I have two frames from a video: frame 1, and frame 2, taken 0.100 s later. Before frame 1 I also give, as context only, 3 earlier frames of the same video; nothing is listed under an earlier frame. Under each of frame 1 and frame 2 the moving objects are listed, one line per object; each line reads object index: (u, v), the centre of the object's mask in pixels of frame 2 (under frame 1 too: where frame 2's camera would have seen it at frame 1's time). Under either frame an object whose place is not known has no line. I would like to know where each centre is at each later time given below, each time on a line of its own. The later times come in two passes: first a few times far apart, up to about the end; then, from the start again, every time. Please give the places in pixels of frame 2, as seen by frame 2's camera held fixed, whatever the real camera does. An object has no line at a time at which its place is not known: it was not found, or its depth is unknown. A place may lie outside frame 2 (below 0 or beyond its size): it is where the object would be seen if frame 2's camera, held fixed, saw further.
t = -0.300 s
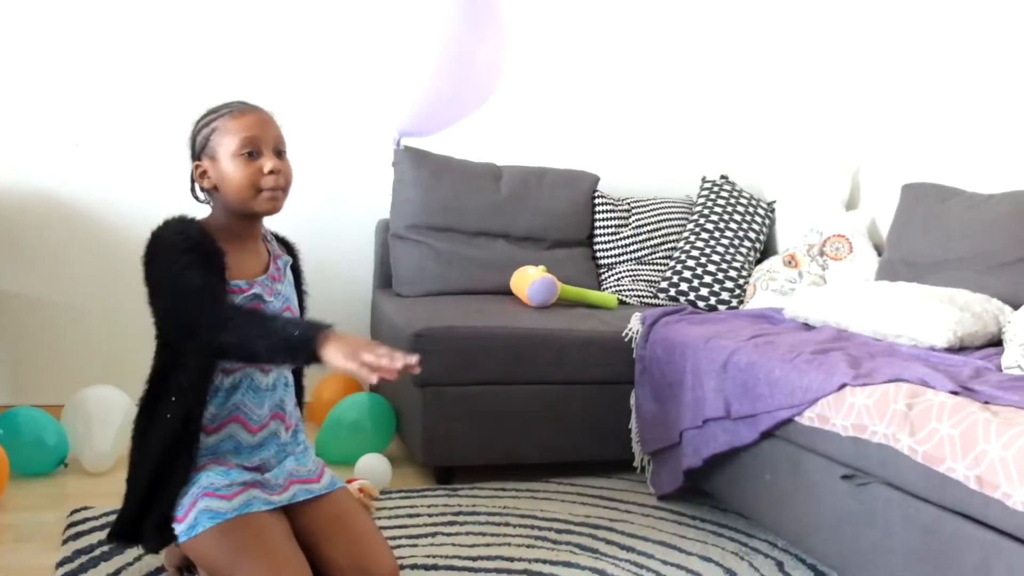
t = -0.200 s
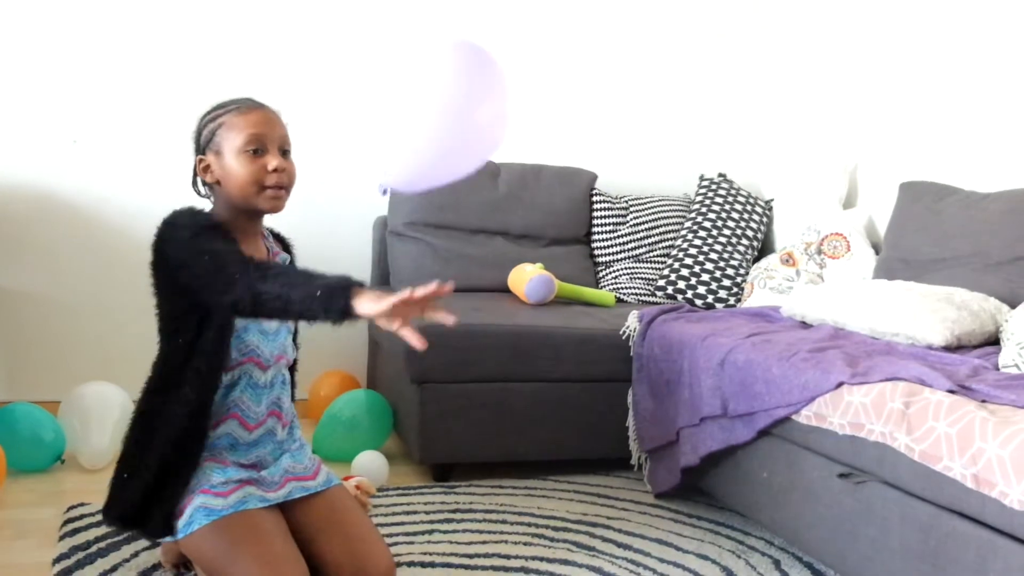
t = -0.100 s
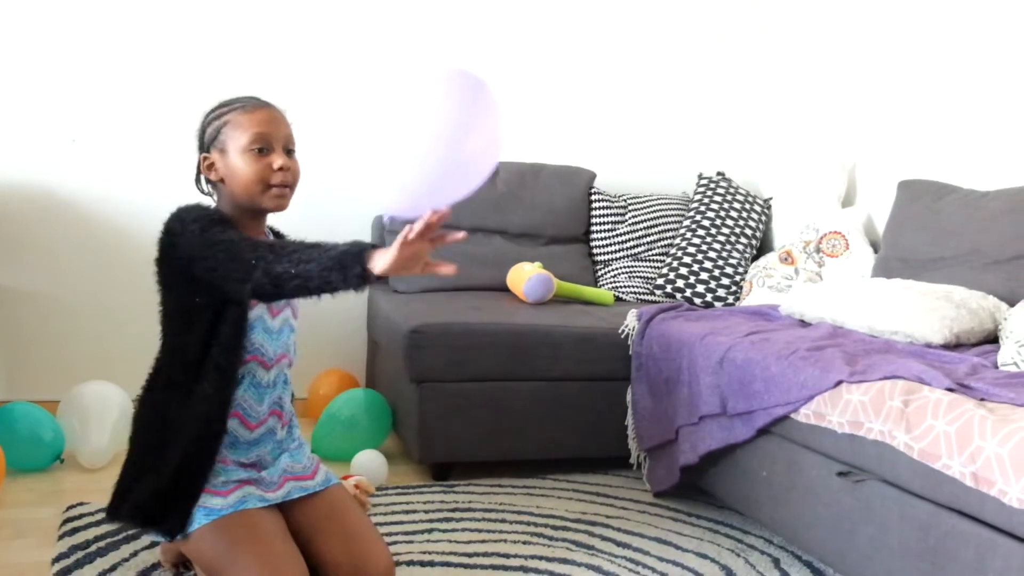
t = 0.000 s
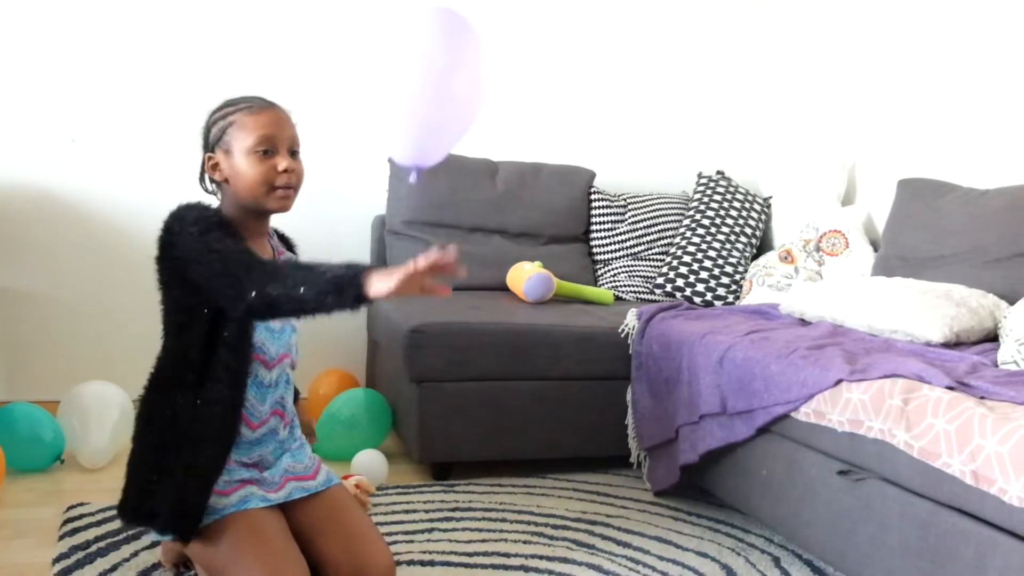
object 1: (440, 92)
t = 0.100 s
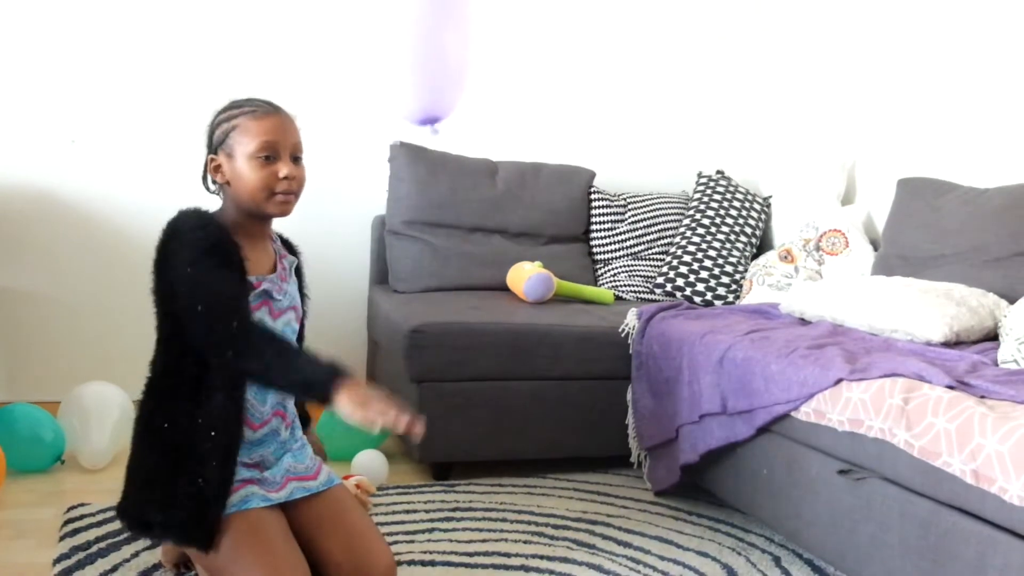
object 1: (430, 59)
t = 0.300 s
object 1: (422, 38)
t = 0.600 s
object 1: (408, 69)
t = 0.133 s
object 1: (430, 53)
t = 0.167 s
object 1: (429, 48)
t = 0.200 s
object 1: (426, 44)
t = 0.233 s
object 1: (423, 41)
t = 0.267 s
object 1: (424, 39)
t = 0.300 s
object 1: (422, 38)
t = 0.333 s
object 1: (422, 38)
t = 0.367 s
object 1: (419, 39)
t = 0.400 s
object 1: (419, 41)
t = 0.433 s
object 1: (417, 43)
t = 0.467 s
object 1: (415, 46)
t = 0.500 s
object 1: (414, 51)
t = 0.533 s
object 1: (412, 56)
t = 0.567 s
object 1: (408, 61)
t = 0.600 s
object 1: (408, 69)
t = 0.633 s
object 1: (408, 81)
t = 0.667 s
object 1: (405, 95)
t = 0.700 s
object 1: (404, 112)
